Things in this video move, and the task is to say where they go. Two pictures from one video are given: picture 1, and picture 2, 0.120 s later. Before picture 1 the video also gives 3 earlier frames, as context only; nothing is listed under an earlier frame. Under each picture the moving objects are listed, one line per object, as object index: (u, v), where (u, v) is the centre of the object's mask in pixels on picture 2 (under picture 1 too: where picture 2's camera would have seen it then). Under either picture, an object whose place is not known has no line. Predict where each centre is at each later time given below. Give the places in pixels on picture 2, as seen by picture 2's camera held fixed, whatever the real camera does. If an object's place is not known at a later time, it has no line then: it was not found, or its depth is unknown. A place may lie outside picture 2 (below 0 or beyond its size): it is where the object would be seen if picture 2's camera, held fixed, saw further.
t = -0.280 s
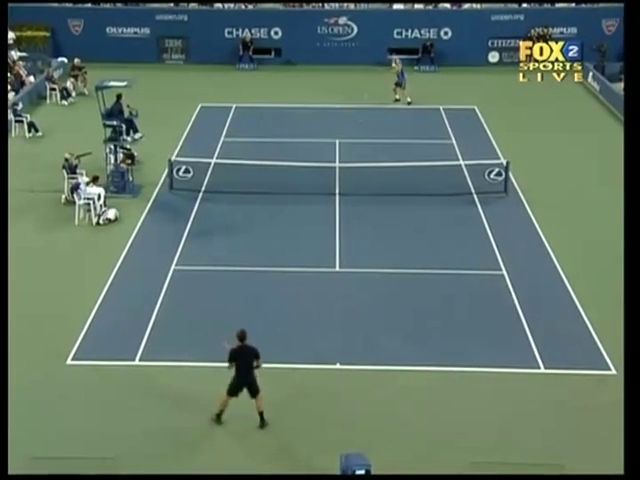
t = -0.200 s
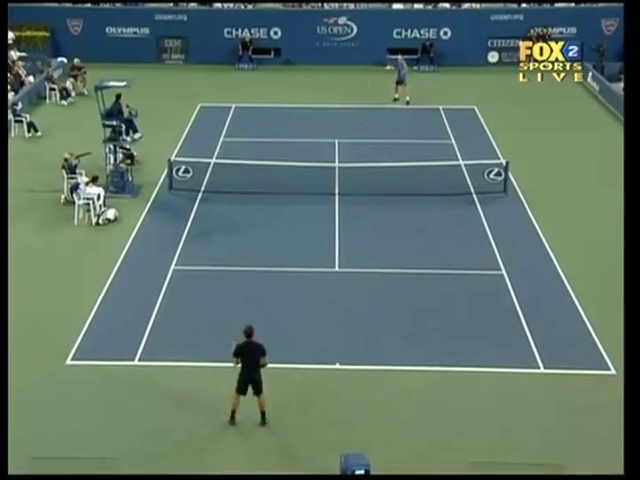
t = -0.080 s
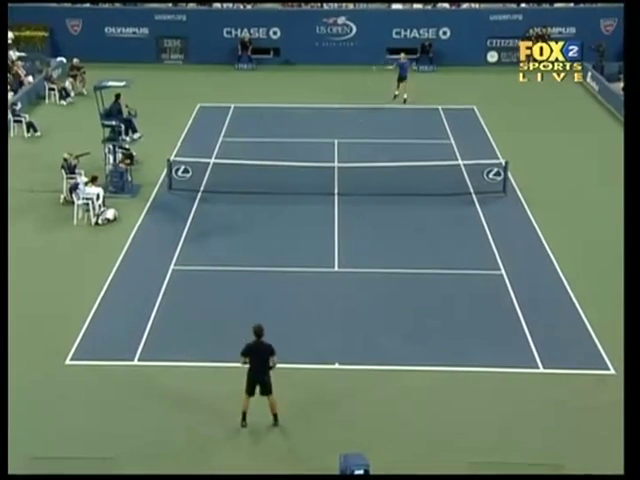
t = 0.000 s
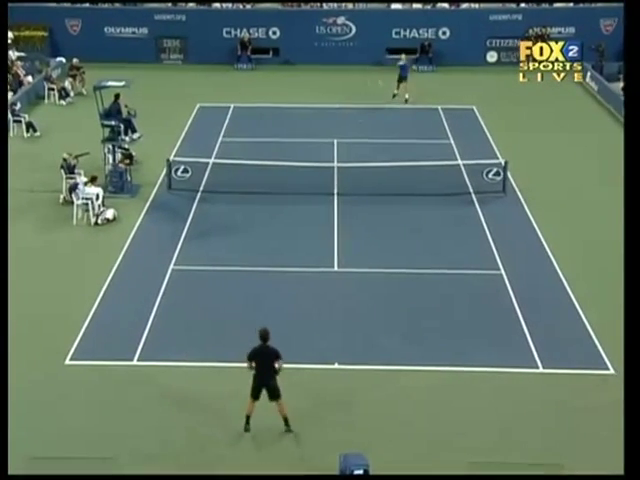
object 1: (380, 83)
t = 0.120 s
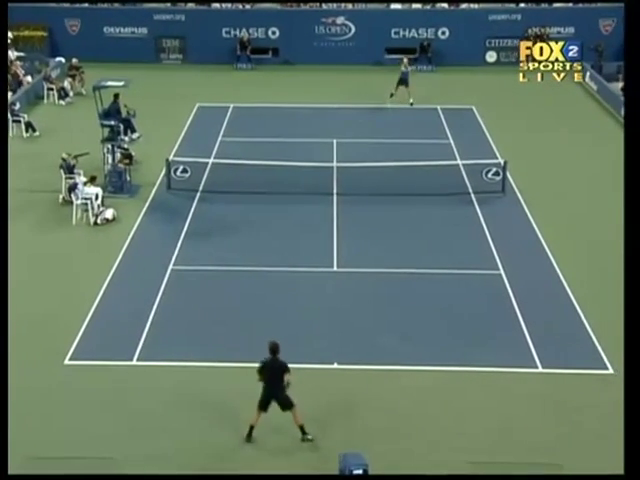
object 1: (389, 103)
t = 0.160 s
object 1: (391, 114)
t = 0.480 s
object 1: (416, 234)
